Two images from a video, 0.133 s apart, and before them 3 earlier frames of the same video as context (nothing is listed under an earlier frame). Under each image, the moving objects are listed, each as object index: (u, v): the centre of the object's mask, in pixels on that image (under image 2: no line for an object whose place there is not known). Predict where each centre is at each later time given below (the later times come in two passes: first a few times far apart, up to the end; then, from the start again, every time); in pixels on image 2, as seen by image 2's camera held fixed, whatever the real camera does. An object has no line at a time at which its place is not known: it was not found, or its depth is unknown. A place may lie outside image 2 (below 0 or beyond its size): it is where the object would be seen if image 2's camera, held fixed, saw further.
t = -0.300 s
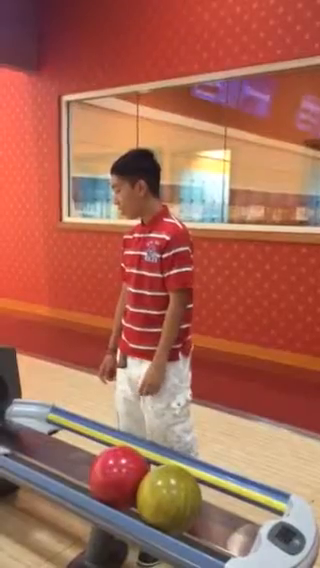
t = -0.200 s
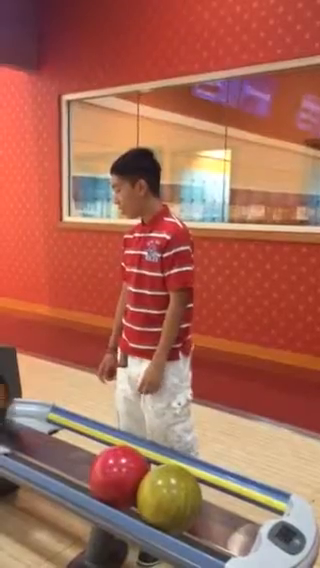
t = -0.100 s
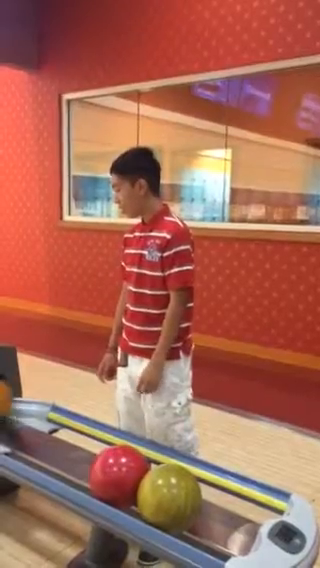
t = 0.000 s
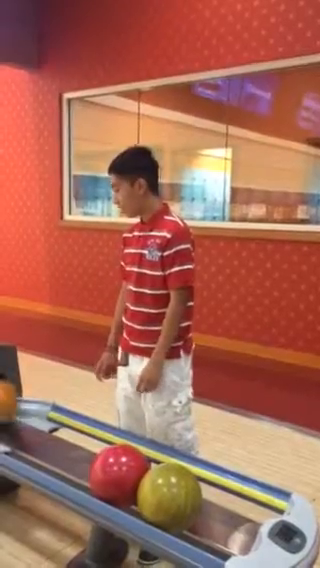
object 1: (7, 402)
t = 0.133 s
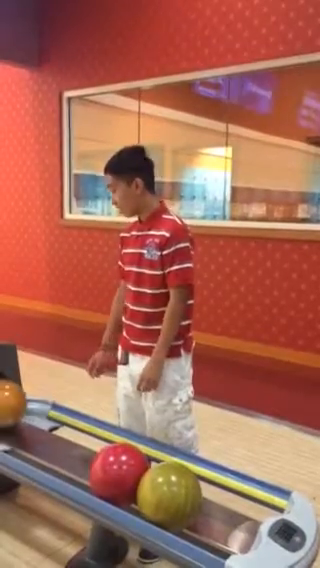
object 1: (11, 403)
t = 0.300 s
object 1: (15, 409)
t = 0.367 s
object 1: (16, 412)
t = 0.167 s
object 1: (12, 404)
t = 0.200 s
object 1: (13, 405)
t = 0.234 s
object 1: (13, 406)
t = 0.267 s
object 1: (14, 407)
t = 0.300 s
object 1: (15, 409)
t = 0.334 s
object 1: (15, 410)
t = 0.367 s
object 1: (16, 412)
